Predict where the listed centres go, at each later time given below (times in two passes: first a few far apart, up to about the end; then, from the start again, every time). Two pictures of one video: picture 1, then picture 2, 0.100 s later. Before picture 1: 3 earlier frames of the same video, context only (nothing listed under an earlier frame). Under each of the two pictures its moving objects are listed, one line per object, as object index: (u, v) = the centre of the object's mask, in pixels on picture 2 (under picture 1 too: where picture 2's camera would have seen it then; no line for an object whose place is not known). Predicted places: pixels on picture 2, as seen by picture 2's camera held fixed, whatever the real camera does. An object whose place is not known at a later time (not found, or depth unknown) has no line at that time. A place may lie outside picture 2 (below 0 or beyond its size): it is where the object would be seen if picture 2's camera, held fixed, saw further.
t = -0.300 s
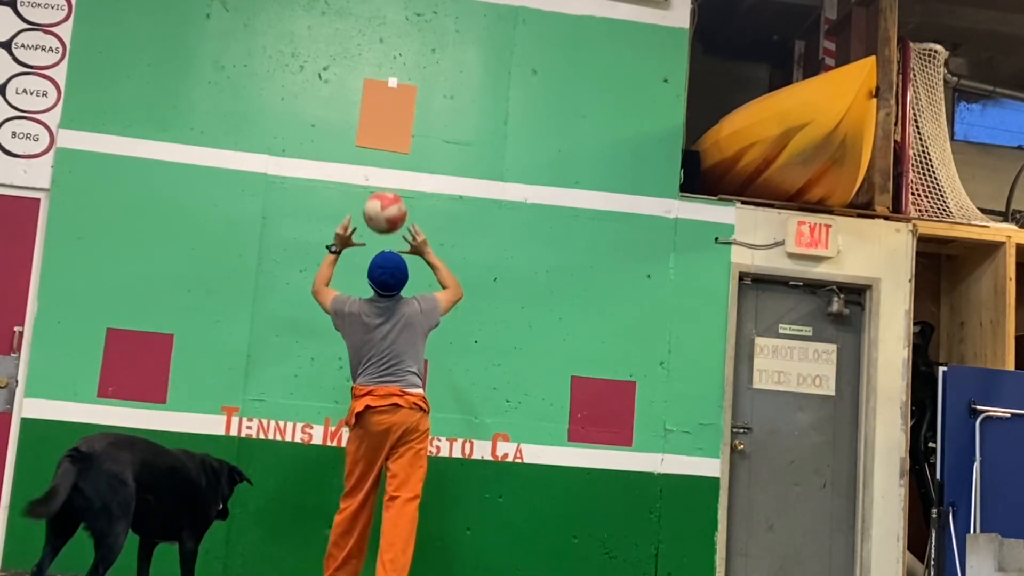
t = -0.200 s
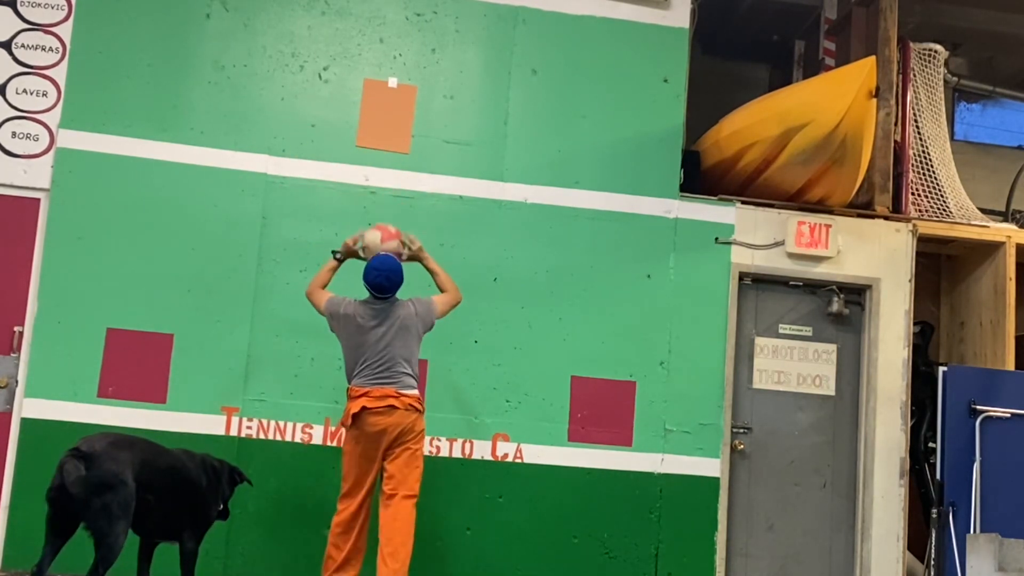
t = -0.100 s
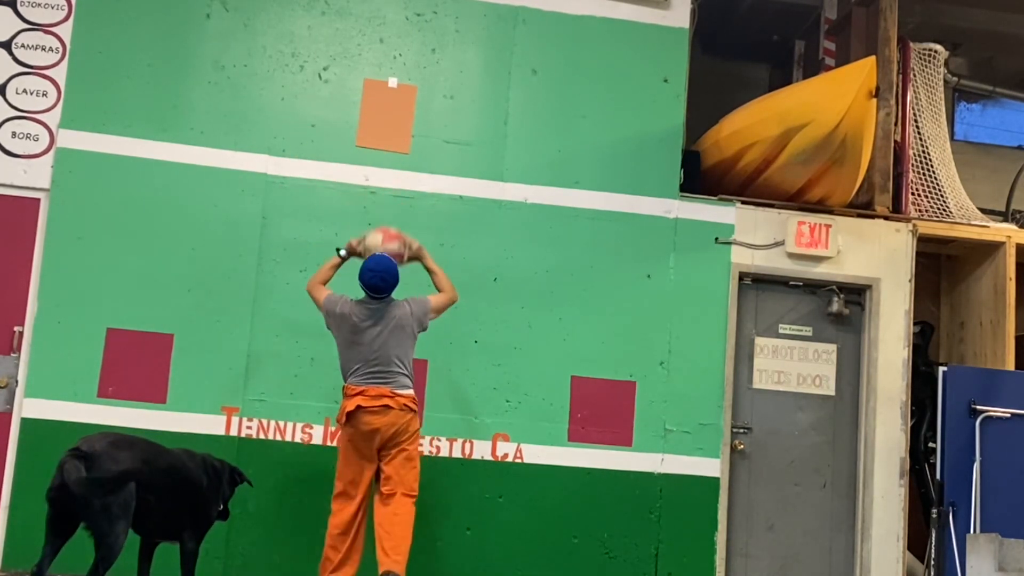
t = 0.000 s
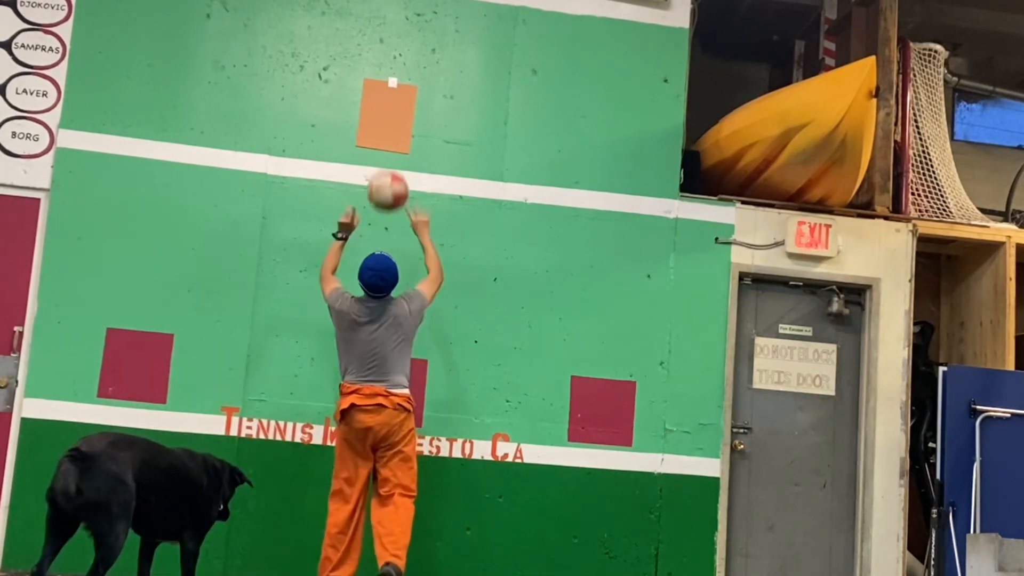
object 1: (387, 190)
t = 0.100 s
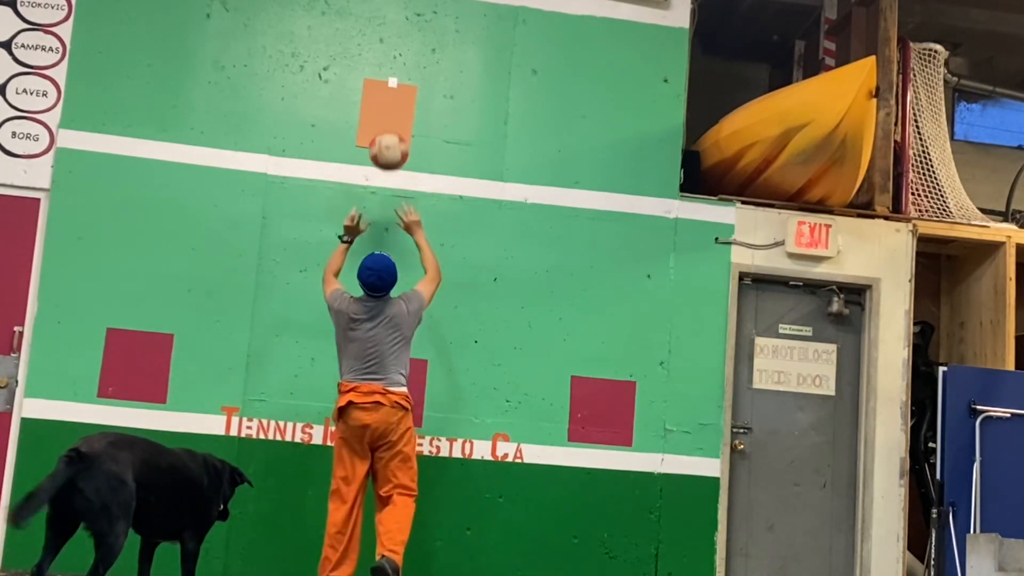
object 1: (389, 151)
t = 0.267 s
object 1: (386, 128)
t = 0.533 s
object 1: (391, 144)
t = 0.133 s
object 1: (388, 142)
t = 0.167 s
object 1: (388, 136)
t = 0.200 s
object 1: (388, 131)
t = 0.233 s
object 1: (387, 128)
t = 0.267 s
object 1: (386, 128)
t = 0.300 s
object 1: (386, 126)
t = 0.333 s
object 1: (387, 123)
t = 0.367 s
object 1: (388, 122)
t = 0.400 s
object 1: (389, 122)
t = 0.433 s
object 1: (390, 125)
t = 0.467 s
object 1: (391, 129)
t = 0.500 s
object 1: (390, 135)
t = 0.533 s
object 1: (391, 144)
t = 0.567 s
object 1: (391, 153)
